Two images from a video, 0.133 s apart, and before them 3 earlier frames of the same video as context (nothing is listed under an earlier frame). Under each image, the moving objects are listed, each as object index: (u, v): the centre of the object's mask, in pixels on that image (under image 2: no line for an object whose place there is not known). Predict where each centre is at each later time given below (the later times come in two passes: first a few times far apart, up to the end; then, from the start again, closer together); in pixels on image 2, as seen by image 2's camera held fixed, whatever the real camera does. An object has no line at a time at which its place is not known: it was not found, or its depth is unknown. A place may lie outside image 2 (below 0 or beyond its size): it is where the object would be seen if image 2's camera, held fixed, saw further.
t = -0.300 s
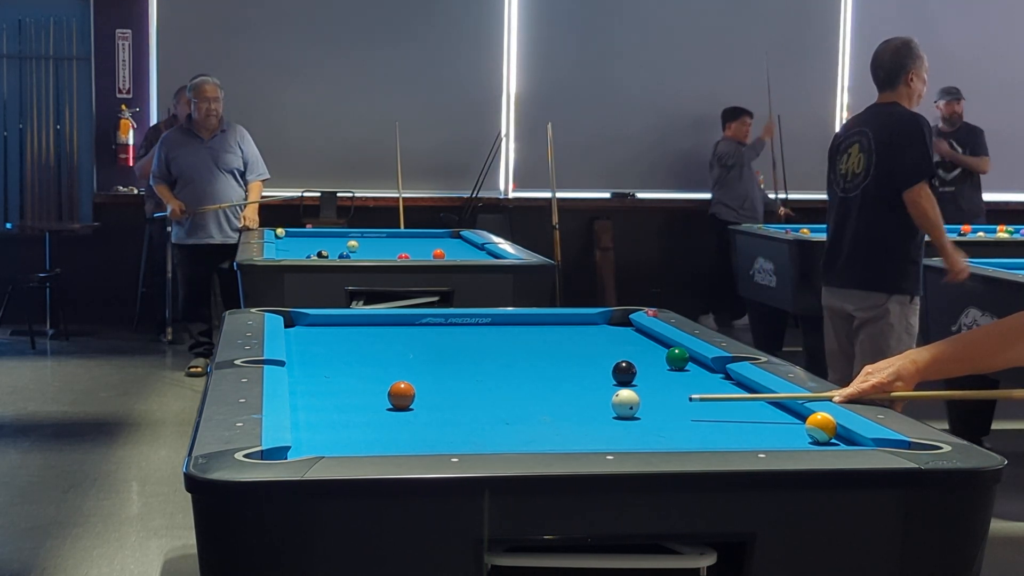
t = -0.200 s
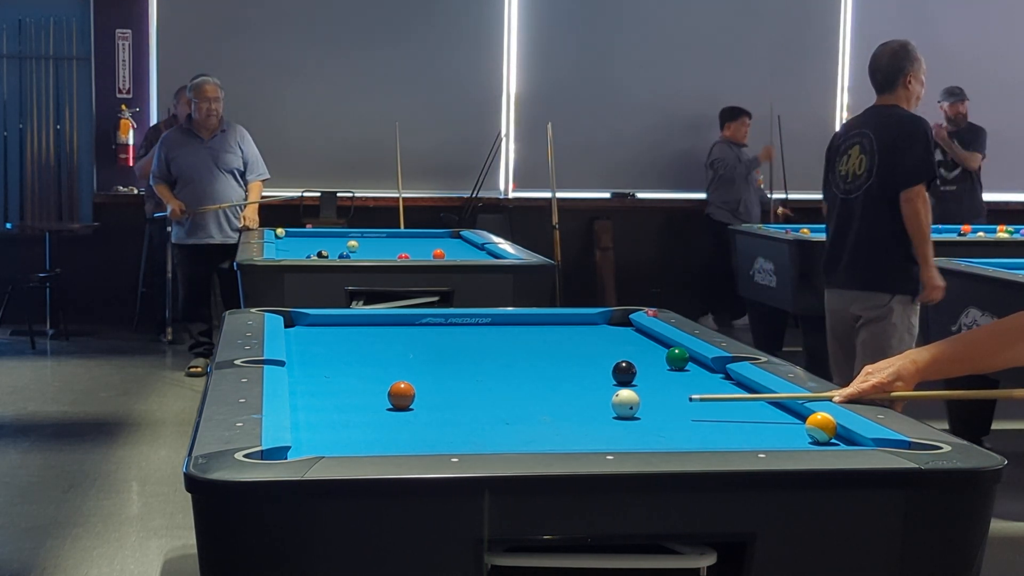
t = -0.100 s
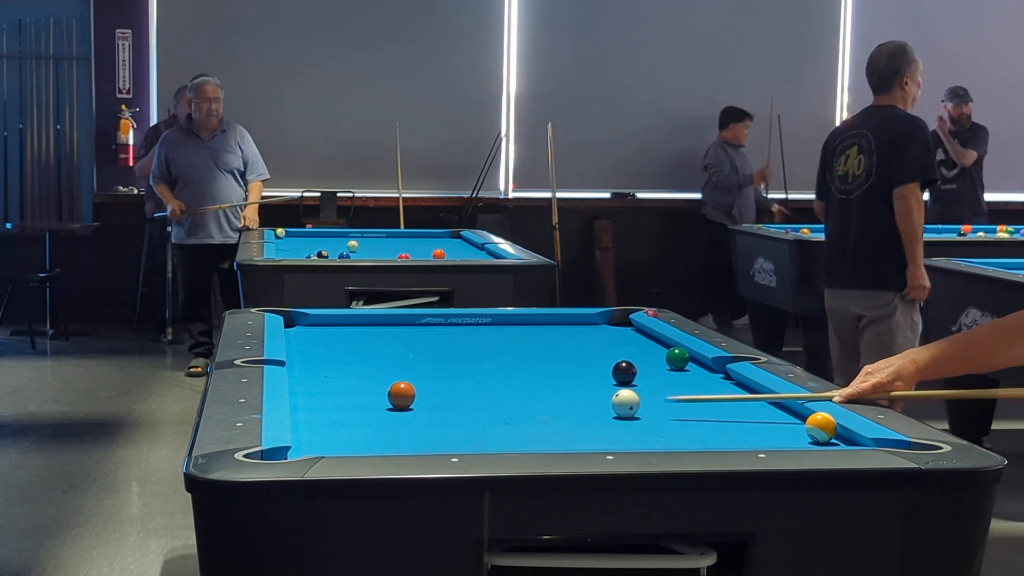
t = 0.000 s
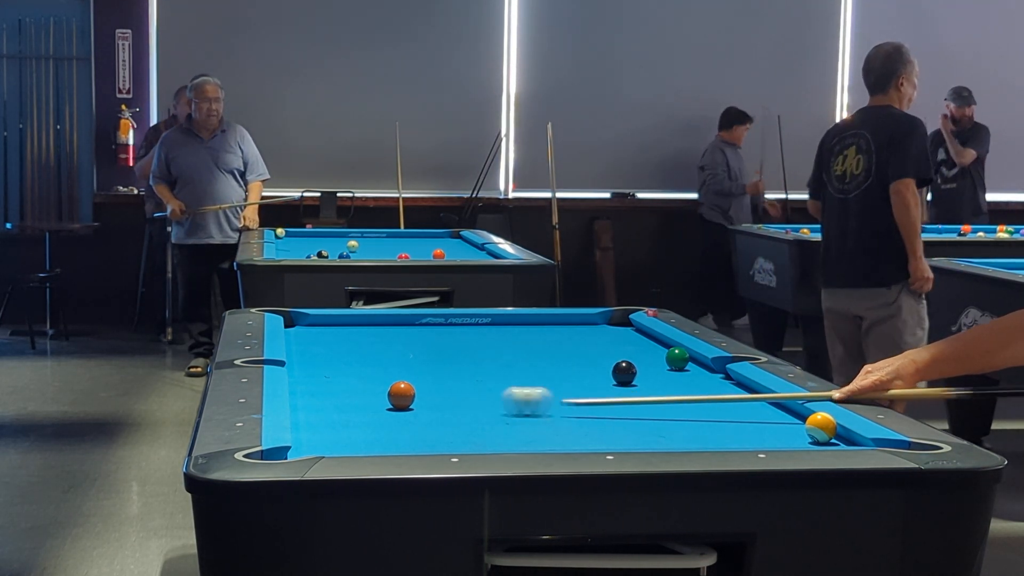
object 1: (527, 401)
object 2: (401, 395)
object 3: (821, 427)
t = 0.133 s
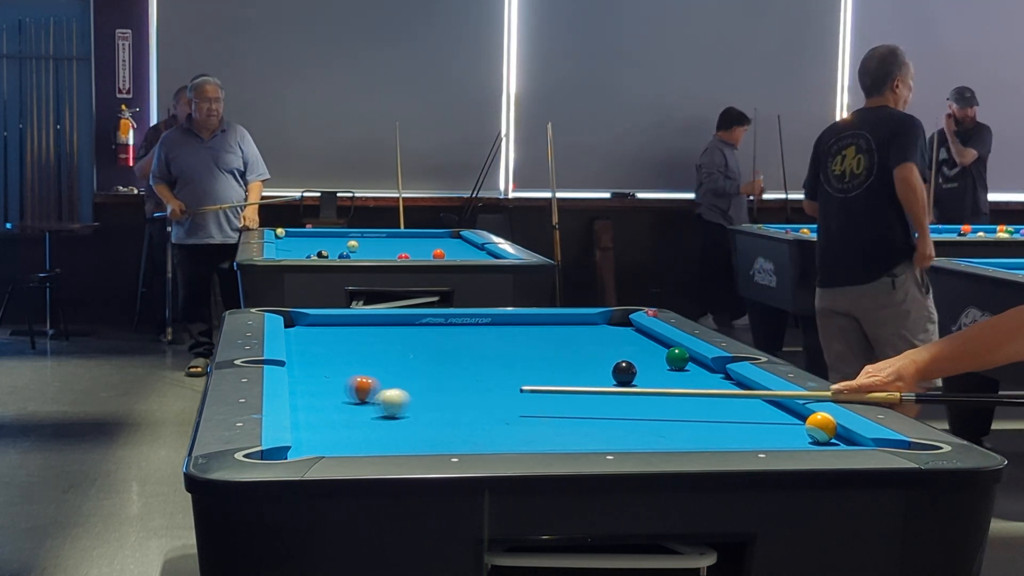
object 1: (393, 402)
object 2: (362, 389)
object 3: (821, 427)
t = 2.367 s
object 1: (686, 419)
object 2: (617, 322)
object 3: (783, 413)
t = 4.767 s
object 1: (474, 398)
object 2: (542, 322)
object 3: (759, 405)
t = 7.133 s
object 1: (462, 397)
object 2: (542, 321)
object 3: (759, 405)
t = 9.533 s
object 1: (462, 397)
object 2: (542, 322)
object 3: (759, 405)
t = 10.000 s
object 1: (462, 397)
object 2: (542, 322)
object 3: (759, 405)
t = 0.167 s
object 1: (372, 405)
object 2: (341, 386)
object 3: (821, 427)
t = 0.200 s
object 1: (350, 407)
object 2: (322, 383)
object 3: (821, 427)
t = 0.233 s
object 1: (327, 409)
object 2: (304, 381)
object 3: (821, 427)
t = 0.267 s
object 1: (306, 412)
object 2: (306, 378)
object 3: (821, 427)
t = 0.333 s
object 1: (336, 415)
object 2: (324, 376)
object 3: (821, 427)
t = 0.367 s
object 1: (352, 417)
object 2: (332, 374)
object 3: (821, 427)
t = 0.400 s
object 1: (368, 418)
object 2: (340, 373)
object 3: (821, 427)
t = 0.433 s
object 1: (384, 420)
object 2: (347, 372)
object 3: (821, 427)
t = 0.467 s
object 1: (400, 422)
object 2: (355, 370)
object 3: (821, 427)
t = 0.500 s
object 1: (416, 423)
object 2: (362, 369)
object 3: (821, 427)
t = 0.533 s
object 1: (433, 425)
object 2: (369, 367)
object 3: (821, 427)
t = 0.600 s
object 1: (466, 428)
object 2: (383, 365)
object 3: (821, 427)
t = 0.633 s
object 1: (483, 430)
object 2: (390, 364)
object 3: (821, 427)
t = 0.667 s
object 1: (499, 432)
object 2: (396, 363)
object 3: (821, 427)
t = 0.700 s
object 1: (516, 433)
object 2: (403, 362)
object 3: (821, 427)
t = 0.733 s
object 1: (533, 434)
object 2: (410, 360)
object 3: (821, 427)
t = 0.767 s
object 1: (551, 435)
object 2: (416, 359)
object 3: (821, 427)
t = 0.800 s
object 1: (568, 436)
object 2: (422, 358)
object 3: (821, 427)
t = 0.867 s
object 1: (603, 438)
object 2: (434, 356)
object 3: (821, 427)
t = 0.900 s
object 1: (621, 439)
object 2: (441, 355)
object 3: (821, 427)
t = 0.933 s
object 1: (639, 439)
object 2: (446, 354)
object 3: (821, 427)
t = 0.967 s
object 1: (656, 440)
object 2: (452, 353)
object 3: (821, 427)
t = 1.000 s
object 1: (674, 441)
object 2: (458, 352)
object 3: (821, 427)
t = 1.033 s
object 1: (690, 442)
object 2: (464, 351)
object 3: (821, 427)
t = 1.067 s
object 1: (701, 441)
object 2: (469, 350)
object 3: (821, 427)
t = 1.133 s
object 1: (722, 439)
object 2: (480, 348)
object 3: (821, 427)
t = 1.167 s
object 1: (732, 439)
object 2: (486, 347)
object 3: (821, 427)
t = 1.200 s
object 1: (742, 438)
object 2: (491, 346)
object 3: (821, 427)
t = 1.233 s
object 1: (752, 437)
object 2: (496, 345)
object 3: (821, 427)
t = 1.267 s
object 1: (761, 437)
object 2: (501, 344)
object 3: (821, 427)
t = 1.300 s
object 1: (771, 436)
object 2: (506, 344)
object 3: (821, 427)
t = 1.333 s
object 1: (780, 436)
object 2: (511, 343)
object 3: (821, 427)
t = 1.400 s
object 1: (799, 434)
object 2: (521, 341)
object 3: (823, 426)
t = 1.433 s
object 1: (808, 434)
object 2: (525, 340)
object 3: (825, 423)
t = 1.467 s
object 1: (817, 433)
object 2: (530, 339)
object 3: (824, 419)
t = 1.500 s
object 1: (825, 432)
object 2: (535, 339)
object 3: (815, 420)
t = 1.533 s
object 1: (833, 432)
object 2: (539, 338)
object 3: (815, 423)
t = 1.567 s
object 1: (829, 432)
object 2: (544, 337)
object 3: (815, 420)
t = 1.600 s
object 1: (822, 431)
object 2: (548, 336)
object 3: (818, 414)
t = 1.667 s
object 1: (810, 429)
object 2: (557, 335)
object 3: (819, 416)
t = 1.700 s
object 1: (804, 430)
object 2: (561, 334)
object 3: (818, 418)
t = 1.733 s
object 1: (797, 429)
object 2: (565, 333)
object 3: (816, 420)
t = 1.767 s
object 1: (789, 429)
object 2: (570, 332)
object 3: (812, 420)
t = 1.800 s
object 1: (783, 428)
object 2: (574, 332)
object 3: (809, 421)
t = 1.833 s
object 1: (777, 427)
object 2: (578, 331)
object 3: (806, 421)
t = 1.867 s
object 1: (771, 427)
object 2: (582, 330)
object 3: (804, 420)
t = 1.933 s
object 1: (758, 425)
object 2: (590, 329)
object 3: (801, 419)
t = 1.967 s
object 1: (752, 425)
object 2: (594, 328)
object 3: (800, 418)
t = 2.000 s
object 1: (746, 424)
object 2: (598, 328)
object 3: (798, 418)
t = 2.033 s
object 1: (740, 424)
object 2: (601, 327)
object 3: (796, 417)
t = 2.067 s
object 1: (734, 423)
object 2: (605, 326)
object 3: (795, 417)
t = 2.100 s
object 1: (729, 423)
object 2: (609, 326)
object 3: (793, 417)
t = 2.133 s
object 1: (723, 422)
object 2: (612, 325)
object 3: (792, 416)
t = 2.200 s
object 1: (712, 421)
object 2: (620, 324)
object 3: (789, 415)
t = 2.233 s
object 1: (707, 421)
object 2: (623, 323)
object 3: (788, 415)
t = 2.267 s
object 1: (701, 420)
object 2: (625, 323)
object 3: (786, 414)
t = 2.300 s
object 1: (696, 420)
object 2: (622, 322)
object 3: (785, 414)
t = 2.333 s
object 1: (691, 419)
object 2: (620, 322)
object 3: (784, 413)
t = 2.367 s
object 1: (686, 419)
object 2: (617, 322)
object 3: (783, 413)
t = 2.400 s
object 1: (681, 418)
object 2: (614, 321)
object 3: (782, 413)
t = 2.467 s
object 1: (671, 417)
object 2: (608, 321)
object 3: (779, 412)
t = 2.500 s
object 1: (666, 416)
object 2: (606, 321)
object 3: (778, 412)
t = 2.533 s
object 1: (661, 416)
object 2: (603, 321)
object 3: (777, 411)
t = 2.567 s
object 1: (657, 415)
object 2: (600, 321)
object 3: (776, 411)
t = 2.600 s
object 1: (652, 415)
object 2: (598, 320)
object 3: (775, 411)
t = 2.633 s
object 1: (648, 414)
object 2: (595, 320)
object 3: (774, 410)
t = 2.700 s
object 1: (639, 413)
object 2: (590, 320)
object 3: (773, 410)
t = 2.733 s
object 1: (634, 413)
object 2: (587, 319)
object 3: (772, 409)
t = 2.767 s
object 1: (630, 413)
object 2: (585, 319)
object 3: (771, 409)
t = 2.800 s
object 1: (626, 412)
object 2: (583, 319)
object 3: (771, 409)
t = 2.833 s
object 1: (621, 412)
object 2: (580, 318)
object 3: (770, 408)
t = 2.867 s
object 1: (617, 412)
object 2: (578, 318)
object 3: (769, 408)
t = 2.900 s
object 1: (613, 411)
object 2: (576, 318)
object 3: (768, 408)
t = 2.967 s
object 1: (605, 411)
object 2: (571, 318)
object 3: (767, 408)
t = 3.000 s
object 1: (601, 410)
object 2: (570, 318)
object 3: (766, 407)
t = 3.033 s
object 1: (598, 410)
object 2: (569, 318)
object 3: (765, 407)
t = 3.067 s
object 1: (594, 409)
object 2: (568, 318)
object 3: (765, 407)
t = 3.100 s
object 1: (590, 409)
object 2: (567, 318)
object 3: (764, 407)
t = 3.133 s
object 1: (586, 409)
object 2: (566, 318)
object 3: (764, 407)
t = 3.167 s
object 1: (583, 408)
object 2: (565, 318)
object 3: (763, 406)
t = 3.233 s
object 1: (576, 408)
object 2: (564, 318)
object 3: (762, 406)
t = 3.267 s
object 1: (572, 407)
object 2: (563, 319)
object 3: (762, 406)
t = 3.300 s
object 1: (569, 407)
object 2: (562, 319)
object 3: (761, 406)
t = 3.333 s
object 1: (566, 407)
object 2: (561, 319)
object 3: (761, 406)
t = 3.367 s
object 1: (562, 406)
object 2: (560, 319)
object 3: (760, 406)
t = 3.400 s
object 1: (559, 406)
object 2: (559, 319)
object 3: (760, 406)
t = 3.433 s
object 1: (556, 406)
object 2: (558, 319)
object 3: (760, 406)
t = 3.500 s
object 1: (550, 405)
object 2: (557, 319)
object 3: (759, 406)
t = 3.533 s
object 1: (547, 405)
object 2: (557, 320)
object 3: (759, 406)
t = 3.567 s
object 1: (544, 405)
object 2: (556, 320)
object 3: (759, 406)
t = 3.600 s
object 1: (541, 405)
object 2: (555, 320)
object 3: (759, 406)
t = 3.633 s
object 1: (538, 405)
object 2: (554, 320)
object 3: (759, 406)
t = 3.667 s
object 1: (535, 404)
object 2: (554, 320)
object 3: (759, 405)
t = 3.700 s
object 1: (533, 404)
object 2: (553, 320)
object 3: (759, 405)
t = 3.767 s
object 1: (528, 403)
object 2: (552, 320)
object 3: (759, 405)
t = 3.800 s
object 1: (525, 403)
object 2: (551, 320)
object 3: (759, 405)
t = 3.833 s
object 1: (523, 403)
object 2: (551, 321)
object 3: (759, 405)
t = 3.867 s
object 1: (520, 402)
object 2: (550, 321)
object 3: (759, 405)
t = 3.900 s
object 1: (518, 402)
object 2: (550, 321)
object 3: (759, 405)
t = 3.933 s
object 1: (515, 402)
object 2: (549, 321)
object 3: (759, 405)
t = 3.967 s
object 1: (513, 402)
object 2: (549, 321)
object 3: (759, 405)
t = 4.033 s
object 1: (509, 402)
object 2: (548, 321)
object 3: (759, 405)
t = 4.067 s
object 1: (507, 401)
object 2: (547, 321)
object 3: (759, 405)
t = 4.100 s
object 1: (505, 401)
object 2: (547, 321)
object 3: (759, 405)
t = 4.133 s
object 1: (503, 401)
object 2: (546, 321)
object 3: (759, 405)
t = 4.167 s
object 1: (501, 401)
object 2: (546, 321)
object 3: (759, 405)
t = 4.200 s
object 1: (499, 400)
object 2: (545, 321)
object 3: (759, 405)
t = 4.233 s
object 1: (497, 400)
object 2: (545, 321)
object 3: (759, 405)
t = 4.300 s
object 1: (493, 400)
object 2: (544, 321)
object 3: (759, 405)
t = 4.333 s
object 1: (492, 400)
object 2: (544, 321)
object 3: (759, 405)
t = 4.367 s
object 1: (490, 399)
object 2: (544, 321)
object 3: (759, 405)
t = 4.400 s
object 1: (488, 399)
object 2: (543, 321)
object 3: (759, 405)
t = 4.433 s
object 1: (487, 399)
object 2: (543, 321)
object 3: (759, 405)
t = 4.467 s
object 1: (485, 399)
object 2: (543, 321)
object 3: (759, 405)
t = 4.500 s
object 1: (484, 399)
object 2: (542, 321)
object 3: (759, 405)
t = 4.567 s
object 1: (481, 399)
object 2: (542, 321)
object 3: (759, 405)
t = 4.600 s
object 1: (480, 398)
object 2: (542, 321)
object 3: (759, 405)
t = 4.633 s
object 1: (478, 399)
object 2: (542, 322)
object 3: (759, 405)
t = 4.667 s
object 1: (477, 399)
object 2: (542, 322)
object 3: (759, 405)
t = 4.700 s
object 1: (476, 398)
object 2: (542, 321)
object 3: (759, 405)
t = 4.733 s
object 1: (475, 398)
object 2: (542, 322)
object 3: (759, 405)
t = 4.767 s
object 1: (474, 398)
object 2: (542, 322)
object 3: (759, 405)
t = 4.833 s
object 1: (472, 398)
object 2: (542, 322)
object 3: (759, 405)
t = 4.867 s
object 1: (471, 397)
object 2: (542, 322)
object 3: (759, 405)
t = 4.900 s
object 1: (470, 397)
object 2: (542, 322)
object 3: (759, 405)
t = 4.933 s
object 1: (469, 397)
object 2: (542, 322)
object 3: (759, 405)
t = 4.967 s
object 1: (468, 397)
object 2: (542, 322)
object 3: (759, 405)
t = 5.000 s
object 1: (467, 397)
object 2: (542, 322)
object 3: (759, 405)
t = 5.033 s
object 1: (467, 397)
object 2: (542, 322)
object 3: (759, 405)
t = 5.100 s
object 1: (465, 397)
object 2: (542, 322)
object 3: (759, 405)
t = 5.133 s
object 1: (465, 397)
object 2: (542, 321)
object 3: (759, 405)
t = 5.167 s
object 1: (464, 397)
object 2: (542, 321)
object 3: (759, 405)
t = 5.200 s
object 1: (464, 397)
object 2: (542, 321)
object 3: (759, 405)
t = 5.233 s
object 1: (464, 397)
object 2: (542, 322)
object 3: (759, 405)
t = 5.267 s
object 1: (463, 397)
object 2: (542, 322)
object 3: (759, 405)
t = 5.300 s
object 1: (463, 397)
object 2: (542, 322)
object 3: (759, 405)
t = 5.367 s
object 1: (462, 397)
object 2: (542, 322)
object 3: (759, 405)
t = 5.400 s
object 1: (462, 397)
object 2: (542, 322)
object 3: (759, 405)
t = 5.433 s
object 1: (462, 397)
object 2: (542, 322)
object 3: (759, 405)
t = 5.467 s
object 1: (462, 397)
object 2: (542, 322)
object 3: (759, 405)
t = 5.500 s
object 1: (462, 397)
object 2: (542, 322)
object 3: (759, 405)
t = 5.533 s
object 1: (462, 397)
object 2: (542, 322)
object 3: (759, 405)
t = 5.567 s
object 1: (462, 397)
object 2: (542, 322)
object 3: (759, 405)
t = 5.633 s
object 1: (462, 397)
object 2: (542, 322)
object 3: (759, 405)
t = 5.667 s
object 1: (462, 397)
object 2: (542, 322)
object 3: (759, 405)
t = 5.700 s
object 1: (462, 397)
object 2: (542, 322)
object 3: (759, 405)
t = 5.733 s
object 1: (462, 397)
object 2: (542, 322)
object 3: (759, 405)
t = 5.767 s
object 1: (462, 397)
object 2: (542, 322)
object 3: (759, 405)
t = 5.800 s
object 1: (462, 397)
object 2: (542, 322)
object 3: (759, 405)
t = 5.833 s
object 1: (462, 397)
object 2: (542, 322)
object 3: (759, 405)
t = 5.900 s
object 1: (462, 397)
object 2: (542, 322)
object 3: (759, 405)
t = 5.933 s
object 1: (462, 397)
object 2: (542, 322)
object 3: (759, 405)
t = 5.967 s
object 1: (462, 397)
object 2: (542, 322)
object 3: (759, 405)
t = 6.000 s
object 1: (462, 397)
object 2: (542, 322)
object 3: (759, 405)
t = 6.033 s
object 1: (462, 397)
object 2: (542, 322)
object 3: (759, 405)
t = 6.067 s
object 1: (462, 397)
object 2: (542, 322)
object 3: (759, 405)
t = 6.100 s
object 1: (462, 397)
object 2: (542, 322)
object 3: (759, 405)
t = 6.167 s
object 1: (462, 397)
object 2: (542, 322)
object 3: (759, 405)
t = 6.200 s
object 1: (462, 397)
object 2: (542, 322)
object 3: (759, 405)
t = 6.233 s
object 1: (462, 397)
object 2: (542, 322)
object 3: (759, 405)
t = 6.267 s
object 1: (462, 397)
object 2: (542, 322)
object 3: (759, 405)
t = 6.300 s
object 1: (462, 397)
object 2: (542, 322)
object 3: (759, 405)
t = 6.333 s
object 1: (462, 397)
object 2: (542, 322)
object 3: (759, 405)
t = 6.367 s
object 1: (462, 397)
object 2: (542, 322)
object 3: (759, 405)
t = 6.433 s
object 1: (462, 397)
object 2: (542, 321)
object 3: (759, 405)
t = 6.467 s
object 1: (462, 397)
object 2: (542, 322)
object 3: (759, 405)
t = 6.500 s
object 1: (462, 397)
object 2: (542, 322)
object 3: (759, 405)
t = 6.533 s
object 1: (462, 397)
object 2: (542, 322)
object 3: (759, 405)
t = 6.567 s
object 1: (462, 397)
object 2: (542, 322)
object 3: (759, 405)
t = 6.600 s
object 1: (462, 397)
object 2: (542, 322)
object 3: (759, 405)
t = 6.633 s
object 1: (462, 397)
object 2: (542, 321)
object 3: (759, 405)
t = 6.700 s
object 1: (462, 397)
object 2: (542, 321)
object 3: (759, 405)
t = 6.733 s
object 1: (462, 397)
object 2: (542, 322)
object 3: (759, 405)
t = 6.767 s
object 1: (462, 397)
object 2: (542, 322)
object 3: (759, 405)
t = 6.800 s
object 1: (462, 397)
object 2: (542, 322)
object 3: (759, 405)
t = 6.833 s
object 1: (462, 397)
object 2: (542, 321)
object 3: (759, 405)
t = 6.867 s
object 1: (462, 397)
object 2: (542, 322)
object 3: (759, 405)
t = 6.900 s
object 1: (462, 397)
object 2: (542, 321)
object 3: (759, 405)
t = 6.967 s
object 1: (462, 397)
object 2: (542, 321)
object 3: (759, 405)
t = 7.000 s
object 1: (462, 397)
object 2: (542, 321)
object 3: (759, 405)
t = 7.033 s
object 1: (462, 397)
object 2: (542, 321)
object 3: (759, 405)
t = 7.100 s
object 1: (462, 397)
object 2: (542, 321)
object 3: (759, 405)
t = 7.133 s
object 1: (462, 397)
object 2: (542, 321)
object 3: (759, 405)
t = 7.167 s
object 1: (462, 397)
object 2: (542, 321)
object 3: (759, 405)
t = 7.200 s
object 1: (462, 397)
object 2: (542, 321)
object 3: (759, 405)
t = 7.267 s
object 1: (462, 397)
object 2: (542, 321)
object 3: (759, 405)
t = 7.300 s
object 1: (462, 397)
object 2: (542, 321)
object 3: (759, 405)
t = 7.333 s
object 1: (462, 397)
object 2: (542, 321)
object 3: (760, 405)
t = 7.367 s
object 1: (462, 397)
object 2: (542, 321)
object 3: (759, 405)
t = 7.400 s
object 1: (462, 397)
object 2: (542, 321)
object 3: (759, 405)
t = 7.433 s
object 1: (462, 397)
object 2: (542, 321)
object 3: (759, 405)
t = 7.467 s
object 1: (462, 397)
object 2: (542, 321)
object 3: (759, 405)
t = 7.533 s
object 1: (462, 397)
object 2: (542, 321)
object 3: (759, 405)
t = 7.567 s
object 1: (462, 397)
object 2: (542, 321)
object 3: (759, 405)
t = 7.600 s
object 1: (462, 397)
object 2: (542, 321)
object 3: (759, 405)
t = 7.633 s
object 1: (462, 397)
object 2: (542, 321)
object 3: (759, 405)
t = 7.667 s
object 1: (462, 397)
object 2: (542, 321)
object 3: (759, 405)
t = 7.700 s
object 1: (462, 397)
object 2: (542, 321)
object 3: (759, 405)
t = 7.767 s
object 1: (462, 397)
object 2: (542, 321)
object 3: (759, 405)
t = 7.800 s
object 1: (462, 397)
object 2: (542, 321)
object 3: (759, 405)
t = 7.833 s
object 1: (462, 397)
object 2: (542, 321)
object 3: (759, 405)
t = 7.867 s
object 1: (462, 397)
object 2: (542, 321)
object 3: (759, 405)
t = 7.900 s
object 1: (462, 397)
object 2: (542, 322)
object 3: (759, 405)
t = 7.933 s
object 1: (462, 397)
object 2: (542, 321)
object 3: (759, 405)
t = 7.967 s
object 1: (462, 397)
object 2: (542, 321)
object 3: (759, 405)
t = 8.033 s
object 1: (462, 397)
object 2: (542, 321)
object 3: (759, 405)
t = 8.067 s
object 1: (462, 397)
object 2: (542, 321)
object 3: (759, 405)
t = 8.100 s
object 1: (462, 397)
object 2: (542, 321)
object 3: (759, 405)
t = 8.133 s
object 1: (462, 397)
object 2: (542, 321)
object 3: (759, 405)
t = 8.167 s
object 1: (462, 397)
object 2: (542, 321)
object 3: (759, 405)
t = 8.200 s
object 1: (462, 397)
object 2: (542, 321)
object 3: (759, 405)
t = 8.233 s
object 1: (462, 397)
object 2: (542, 322)
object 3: (759, 405)
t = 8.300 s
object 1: (462, 397)
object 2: (542, 321)
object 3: (759, 405)
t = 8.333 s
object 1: (462, 397)
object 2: (542, 322)
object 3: (759, 405)
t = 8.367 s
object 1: (462, 397)
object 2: (542, 322)
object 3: (759, 405)
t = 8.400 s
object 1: (462, 397)
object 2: (542, 322)
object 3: (759, 405)
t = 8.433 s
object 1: (462, 397)
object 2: (542, 322)
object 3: (759, 405)
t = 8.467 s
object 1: (462, 397)
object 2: (542, 322)
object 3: (759, 405)
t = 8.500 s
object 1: (462, 397)
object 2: (542, 322)
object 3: (759, 405)
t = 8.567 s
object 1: (462, 397)
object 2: (542, 321)
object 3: (759, 405)
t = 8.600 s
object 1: (462, 397)
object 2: (542, 321)
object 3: (759, 405)
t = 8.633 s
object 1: (462, 397)
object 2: (542, 322)
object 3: (759, 405)
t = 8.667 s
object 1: (462, 397)
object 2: (542, 321)
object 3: (759, 405)
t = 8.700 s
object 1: (462, 397)
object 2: (542, 321)
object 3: (759, 405)
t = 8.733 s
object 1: (462, 397)
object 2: (542, 322)
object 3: (759, 405)
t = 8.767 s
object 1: (462, 397)
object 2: (542, 321)
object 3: (759, 405)
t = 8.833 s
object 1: (462, 397)
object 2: (542, 321)
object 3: (759, 405)
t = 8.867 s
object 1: (462, 397)
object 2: (542, 321)
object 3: (759, 405)
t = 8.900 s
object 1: (462, 397)
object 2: (542, 321)
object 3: (759, 405)
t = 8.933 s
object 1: (462, 397)
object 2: (542, 322)
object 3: (759, 405)
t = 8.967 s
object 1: (462, 397)
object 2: (542, 321)
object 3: (759, 405)
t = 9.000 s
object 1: (462, 397)
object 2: (542, 321)
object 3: (759, 405)
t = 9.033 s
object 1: (462, 397)
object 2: (542, 321)
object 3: (759, 405)
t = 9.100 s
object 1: (462, 397)
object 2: (542, 322)
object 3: (759, 405)
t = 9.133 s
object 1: (462, 397)
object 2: (542, 322)
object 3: (759, 405)
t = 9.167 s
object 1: (462, 397)
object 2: (542, 322)
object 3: (759, 405)
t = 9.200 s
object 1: (462, 397)
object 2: (542, 322)
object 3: (759, 405)
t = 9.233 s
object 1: (462, 397)
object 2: (542, 322)
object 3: (759, 405)
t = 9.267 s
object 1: (462, 397)
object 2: (542, 322)
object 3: (759, 405)
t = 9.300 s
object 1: (462, 397)
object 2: (542, 322)
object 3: (759, 405)
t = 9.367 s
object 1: (462, 397)
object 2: (542, 322)
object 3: (759, 405)
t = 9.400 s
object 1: (462, 397)
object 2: (542, 322)
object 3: (759, 405)
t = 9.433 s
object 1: (462, 397)
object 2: (542, 322)
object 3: (759, 405)
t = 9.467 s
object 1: (462, 397)
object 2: (542, 322)
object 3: (759, 405)
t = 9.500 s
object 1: (462, 397)
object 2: (542, 322)
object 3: (759, 405)
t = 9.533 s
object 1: (462, 397)
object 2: (542, 322)
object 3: (759, 405)
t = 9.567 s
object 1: (462, 397)
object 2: (542, 322)
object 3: (759, 405)
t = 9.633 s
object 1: (462, 397)
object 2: (542, 322)
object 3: (759, 405)
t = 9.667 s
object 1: (462, 397)
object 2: (542, 322)
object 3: (759, 405)
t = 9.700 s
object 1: (462, 397)
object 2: (542, 322)
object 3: (759, 405)
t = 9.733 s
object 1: (462, 397)
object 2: (542, 322)
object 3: (759, 405)
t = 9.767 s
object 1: (462, 397)
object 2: (542, 322)
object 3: (759, 405)
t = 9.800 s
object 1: (462, 397)
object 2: (542, 322)
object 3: (759, 405)
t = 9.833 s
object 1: (462, 397)
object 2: (542, 322)
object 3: (759, 405)
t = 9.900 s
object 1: (462, 397)
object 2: (542, 322)
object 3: (759, 405)
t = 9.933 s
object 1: (462, 397)
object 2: (542, 322)
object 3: (759, 405)
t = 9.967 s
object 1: (462, 397)
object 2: (542, 322)
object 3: (759, 405)
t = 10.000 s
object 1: (462, 397)
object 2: (542, 322)
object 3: (759, 405)
